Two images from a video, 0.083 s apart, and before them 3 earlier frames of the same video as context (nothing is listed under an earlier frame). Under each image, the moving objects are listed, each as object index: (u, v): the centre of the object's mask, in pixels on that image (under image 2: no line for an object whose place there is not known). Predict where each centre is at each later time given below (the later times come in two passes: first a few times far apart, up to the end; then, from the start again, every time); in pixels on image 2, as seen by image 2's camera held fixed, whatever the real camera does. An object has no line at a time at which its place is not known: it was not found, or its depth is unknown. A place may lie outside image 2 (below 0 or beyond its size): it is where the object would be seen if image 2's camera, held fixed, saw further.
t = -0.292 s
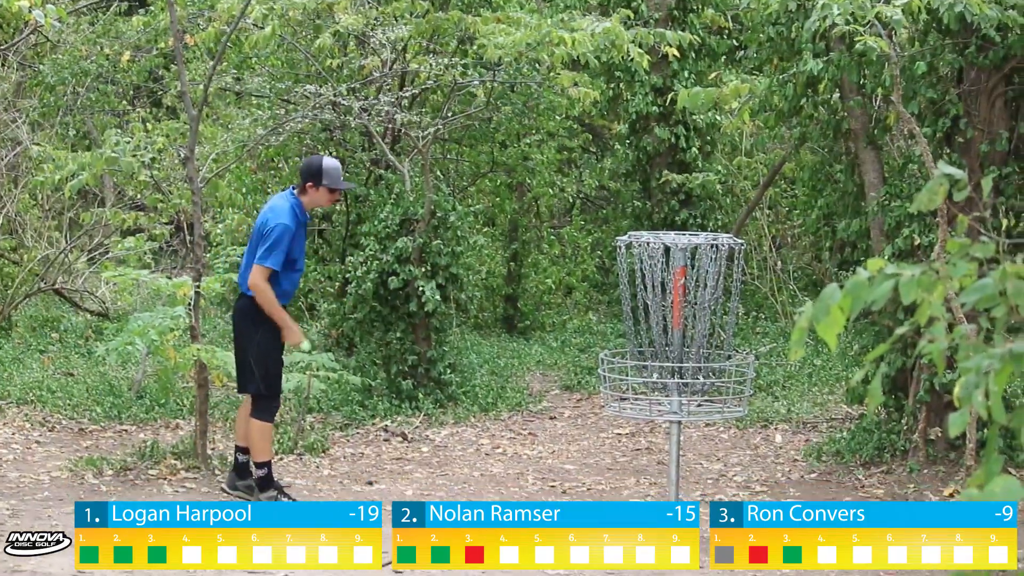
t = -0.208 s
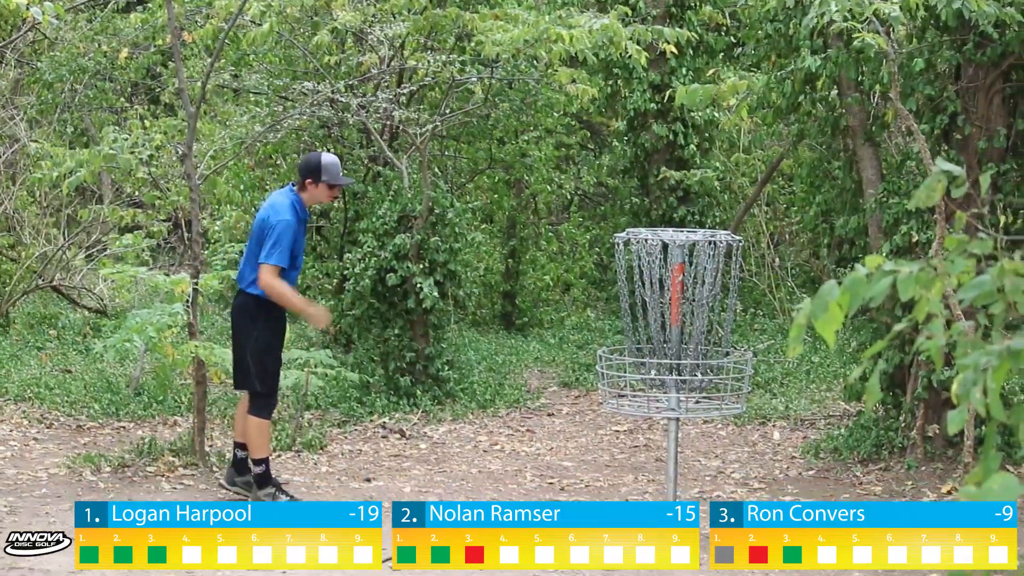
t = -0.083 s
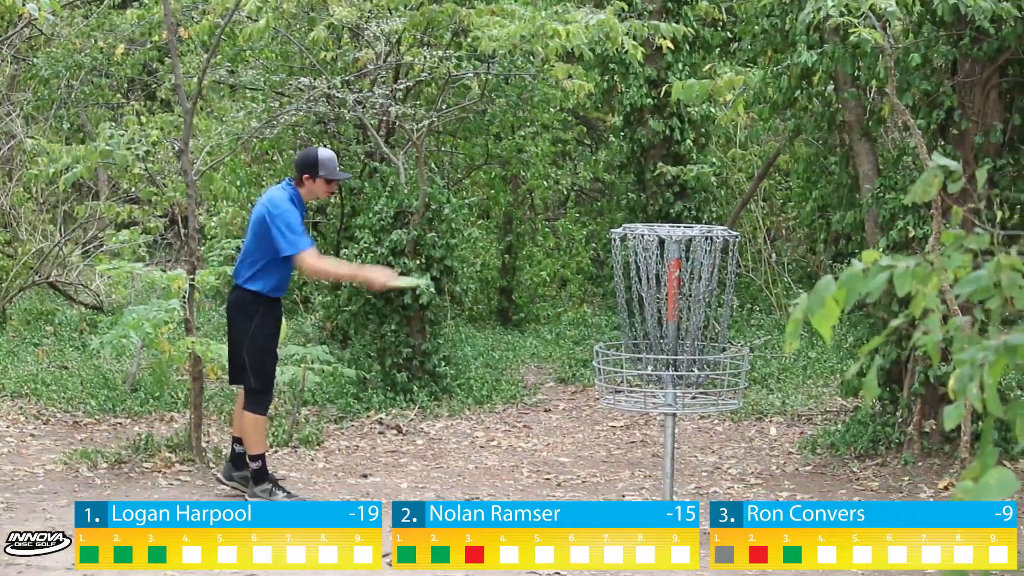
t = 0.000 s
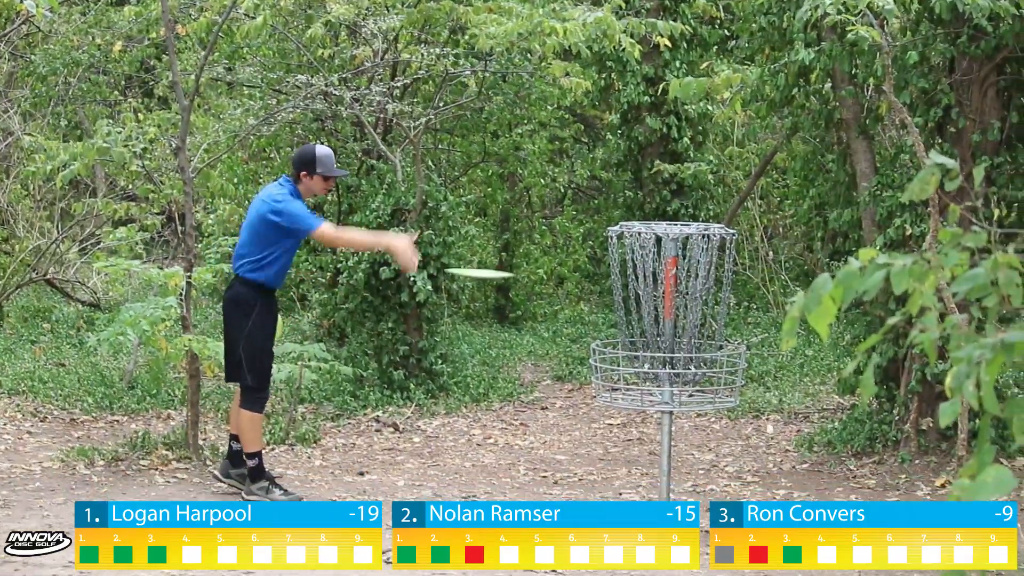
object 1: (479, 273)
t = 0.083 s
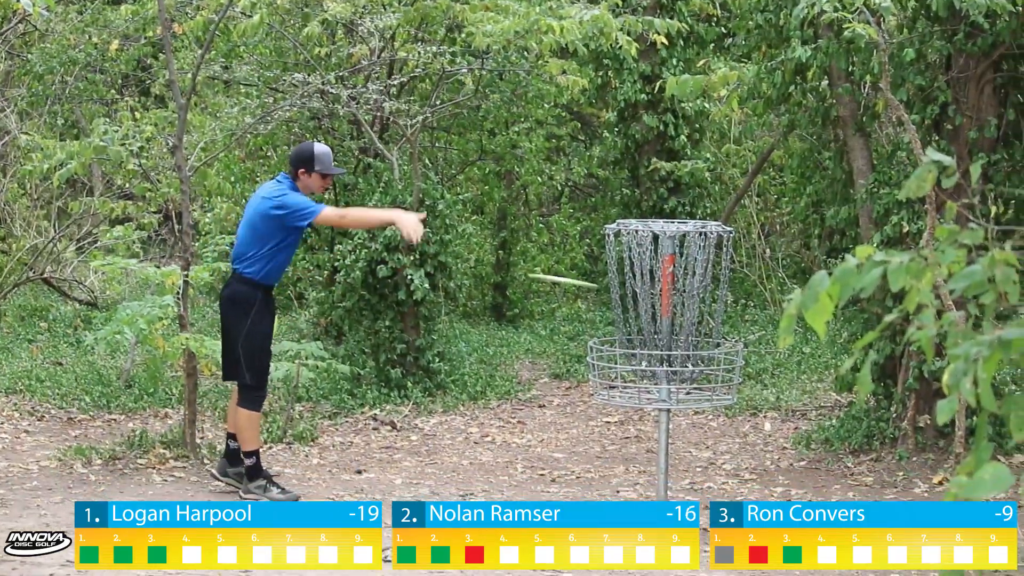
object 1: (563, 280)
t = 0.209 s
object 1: (629, 304)
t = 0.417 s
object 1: (636, 354)
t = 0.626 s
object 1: (619, 371)
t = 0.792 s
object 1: (619, 375)
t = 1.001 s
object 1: (623, 376)
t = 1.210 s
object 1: (630, 382)
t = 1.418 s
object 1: (632, 388)
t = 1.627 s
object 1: (632, 389)
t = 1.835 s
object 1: (631, 389)
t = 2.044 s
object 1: (632, 389)
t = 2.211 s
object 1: (632, 389)
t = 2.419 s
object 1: (632, 389)
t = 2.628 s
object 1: (632, 389)
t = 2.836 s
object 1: (632, 390)
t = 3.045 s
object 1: (631, 390)
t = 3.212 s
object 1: (632, 391)
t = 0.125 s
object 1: (600, 289)
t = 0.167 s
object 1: (622, 296)
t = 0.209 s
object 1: (629, 304)
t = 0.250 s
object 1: (636, 309)
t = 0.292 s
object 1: (640, 320)
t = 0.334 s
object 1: (641, 329)
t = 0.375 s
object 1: (641, 344)
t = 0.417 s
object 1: (636, 354)
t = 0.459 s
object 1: (630, 366)
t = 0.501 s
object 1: (626, 374)
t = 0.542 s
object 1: (619, 371)
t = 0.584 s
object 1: (619, 370)
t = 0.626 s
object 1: (619, 371)
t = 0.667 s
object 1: (617, 372)
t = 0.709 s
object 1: (617, 373)
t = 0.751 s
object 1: (618, 375)
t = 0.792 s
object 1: (619, 375)
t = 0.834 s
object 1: (619, 374)
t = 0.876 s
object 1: (620, 374)
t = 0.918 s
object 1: (621, 374)
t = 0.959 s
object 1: (622, 375)
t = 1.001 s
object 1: (623, 376)
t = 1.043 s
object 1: (623, 378)
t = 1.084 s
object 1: (625, 379)
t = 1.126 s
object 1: (628, 382)
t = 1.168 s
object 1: (629, 383)
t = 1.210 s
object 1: (630, 382)
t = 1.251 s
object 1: (631, 382)
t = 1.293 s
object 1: (631, 386)
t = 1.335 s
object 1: (631, 389)
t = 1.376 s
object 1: (631, 389)
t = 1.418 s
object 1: (632, 388)
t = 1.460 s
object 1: (632, 388)
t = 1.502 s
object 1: (631, 390)
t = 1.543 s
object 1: (632, 388)
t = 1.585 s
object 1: (632, 388)
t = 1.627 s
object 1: (632, 389)
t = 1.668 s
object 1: (631, 389)
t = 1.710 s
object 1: (631, 389)
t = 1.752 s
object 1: (631, 389)
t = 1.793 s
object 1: (632, 388)
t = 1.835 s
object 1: (631, 389)
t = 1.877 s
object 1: (631, 388)
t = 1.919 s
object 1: (631, 388)
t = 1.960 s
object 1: (632, 389)
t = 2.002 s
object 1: (632, 388)
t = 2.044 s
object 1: (632, 389)
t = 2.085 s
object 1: (632, 388)
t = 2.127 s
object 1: (632, 389)
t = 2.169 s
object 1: (632, 389)
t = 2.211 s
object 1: (632, 389)
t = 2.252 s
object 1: (632, 389)
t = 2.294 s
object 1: (632, 389)
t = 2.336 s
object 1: (632, 388)
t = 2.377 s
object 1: (632, 389)
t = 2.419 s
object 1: (632, 389)
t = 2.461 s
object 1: (632, 389)
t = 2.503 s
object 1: (632, 389)
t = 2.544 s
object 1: (632, 389)
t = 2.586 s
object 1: (632, 389)
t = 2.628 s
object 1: (632, 389)
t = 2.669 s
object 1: (632, 389)
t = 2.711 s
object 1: (632, 389)
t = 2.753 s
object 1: (631, 390)
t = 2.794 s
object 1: (631, 390)
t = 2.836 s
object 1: (632, 390)
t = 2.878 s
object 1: (632, 390)
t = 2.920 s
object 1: (631, 389)
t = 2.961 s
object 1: (631, 390)
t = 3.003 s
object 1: (631, 391)
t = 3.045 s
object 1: (631, 390)
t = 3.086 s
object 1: (631, 391)
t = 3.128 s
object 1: (631, 391)
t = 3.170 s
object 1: (632, 391)
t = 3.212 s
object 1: (632, 391)
